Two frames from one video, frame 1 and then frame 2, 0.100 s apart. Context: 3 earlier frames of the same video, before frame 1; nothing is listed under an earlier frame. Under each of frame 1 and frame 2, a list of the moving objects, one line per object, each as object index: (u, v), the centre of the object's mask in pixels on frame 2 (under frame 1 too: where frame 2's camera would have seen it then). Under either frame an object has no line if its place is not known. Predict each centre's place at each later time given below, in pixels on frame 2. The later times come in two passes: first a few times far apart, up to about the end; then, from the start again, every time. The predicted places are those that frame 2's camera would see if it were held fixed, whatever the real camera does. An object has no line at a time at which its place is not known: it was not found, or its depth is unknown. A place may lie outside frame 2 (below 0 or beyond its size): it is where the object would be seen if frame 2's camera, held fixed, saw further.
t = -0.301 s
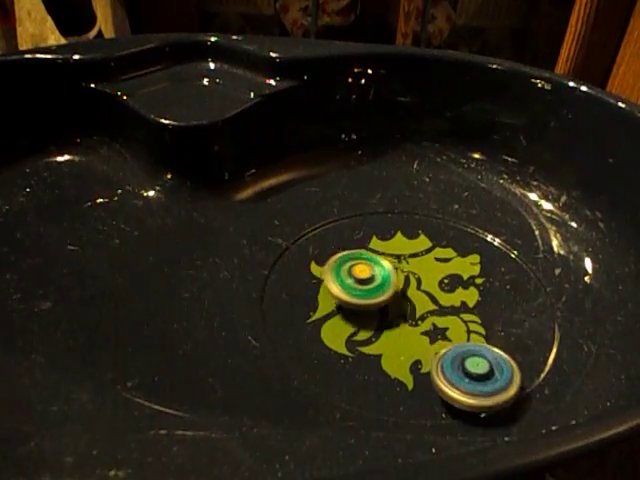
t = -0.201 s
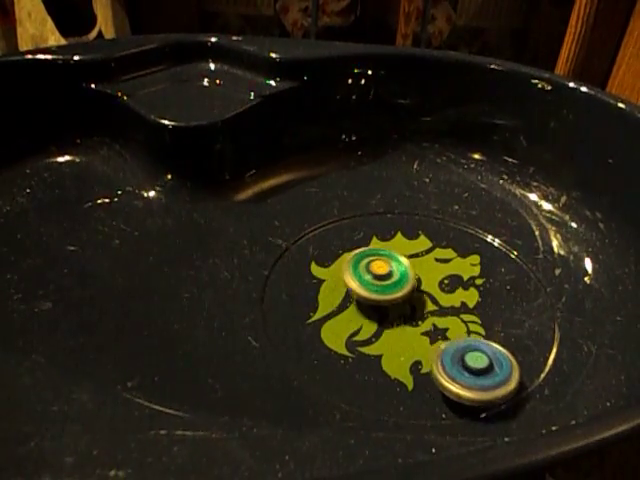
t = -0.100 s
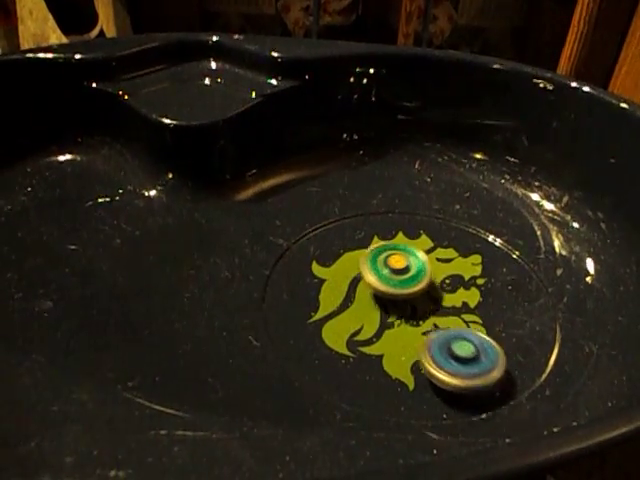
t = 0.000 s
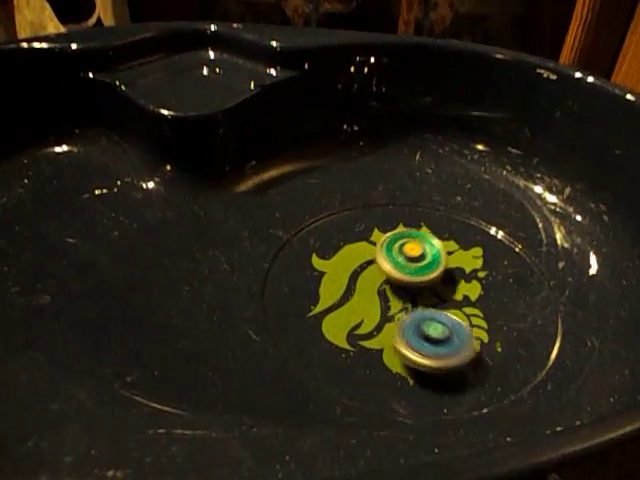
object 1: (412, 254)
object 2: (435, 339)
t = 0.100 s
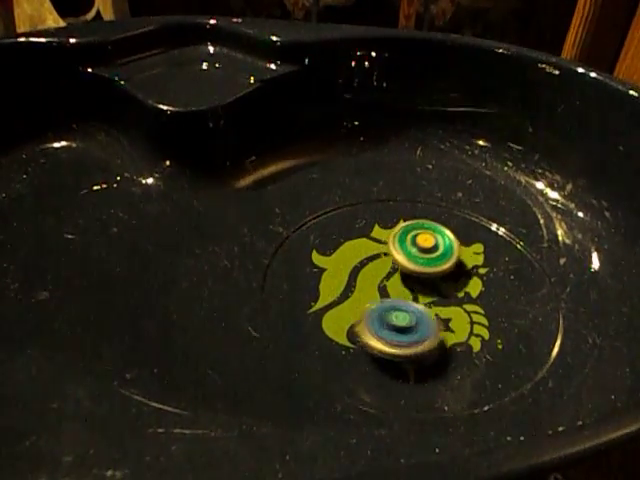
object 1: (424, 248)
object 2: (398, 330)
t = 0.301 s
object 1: (436, 238)
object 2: (329, 331)
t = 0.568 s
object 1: (439, 234)
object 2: (310, 343)
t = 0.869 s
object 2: (308, 298)
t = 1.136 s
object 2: (279, 266)
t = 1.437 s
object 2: (281, 253)
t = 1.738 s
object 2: (328, 237)
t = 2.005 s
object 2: (340, 213)
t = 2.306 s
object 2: (364, 230)
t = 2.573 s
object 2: (426, 236)
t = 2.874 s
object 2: (437, 226)
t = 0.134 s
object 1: (426, 246)
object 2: (387, 328)
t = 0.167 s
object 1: (429, 244)
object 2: (374, 327)
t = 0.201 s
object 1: (431, 243)
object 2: (361, 327)
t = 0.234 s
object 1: (433, 241)
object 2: (350, 328)
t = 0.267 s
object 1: (434, 240)
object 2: (339, 329)
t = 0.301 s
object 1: (436, 238)
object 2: (329, 331)
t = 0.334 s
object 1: (437, 237)
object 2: (321, 333)
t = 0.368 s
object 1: (437, 236)
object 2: (314, 336)
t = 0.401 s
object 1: (438, 235)
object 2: (309, 338)
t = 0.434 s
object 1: (438, 235)
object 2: (305, 340)
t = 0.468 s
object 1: (438, 234)
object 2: (302, 343)
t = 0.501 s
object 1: (439, 234)
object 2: (302, 344)
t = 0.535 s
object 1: (439, 234)
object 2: (307, 344)
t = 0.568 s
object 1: (439, 234)
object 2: (310, 343)
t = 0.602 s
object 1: (439, 235)
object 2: (312, 340)
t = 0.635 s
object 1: (438, 235)
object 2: (314, 337)
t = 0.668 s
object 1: (439, 236)
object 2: (315, 333)
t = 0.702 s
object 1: (438, 236)
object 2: (316, 328)
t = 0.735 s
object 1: (437, 238)
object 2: (316, 323)
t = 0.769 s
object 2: (315, 316)
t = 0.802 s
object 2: (314, 311)
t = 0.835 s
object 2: (311, 304)
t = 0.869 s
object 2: (308, 298)
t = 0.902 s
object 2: (305, 292)
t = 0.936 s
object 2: (301, 288)
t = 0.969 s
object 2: (297, 283)
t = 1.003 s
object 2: (293, 279)
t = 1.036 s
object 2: (288, 275)
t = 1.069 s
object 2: (285, 272)
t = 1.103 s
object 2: (282, 269)
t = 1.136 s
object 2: (279, 266)
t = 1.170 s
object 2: (276, 264)
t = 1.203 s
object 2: (274, 263)
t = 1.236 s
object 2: (272, 261)
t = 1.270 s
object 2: (272, 259)
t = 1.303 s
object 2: (272, 258)
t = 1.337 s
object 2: (273, 257)
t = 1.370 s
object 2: (276, 256)
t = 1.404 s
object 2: (278, 255)
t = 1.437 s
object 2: (281, 253)
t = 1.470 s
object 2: (285, 253)
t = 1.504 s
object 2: (289, 253)
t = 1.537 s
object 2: (294, 252)
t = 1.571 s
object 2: (300, 250)
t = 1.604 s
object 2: (306, 249)
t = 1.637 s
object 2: (312, 247)
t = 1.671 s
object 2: (318, 244)
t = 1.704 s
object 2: (323, 241)
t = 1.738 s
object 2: (328, 237)
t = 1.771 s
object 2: (331, 233)
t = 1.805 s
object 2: (335, 230)
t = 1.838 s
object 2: (338, 226)
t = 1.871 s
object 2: (339, 223)
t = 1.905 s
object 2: (340, 220)
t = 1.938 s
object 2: (341, 217)
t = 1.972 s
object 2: (341, 215)
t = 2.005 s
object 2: (340, 213)
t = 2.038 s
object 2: (340, 212)
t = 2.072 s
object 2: (340, 212)
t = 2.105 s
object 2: (340, 213)
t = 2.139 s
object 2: (341, 215)
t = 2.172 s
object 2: (343, 218)
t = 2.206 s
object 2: (346, 220)
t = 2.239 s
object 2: (351, 224)
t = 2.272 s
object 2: (357, 228)
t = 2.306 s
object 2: (364, 230)
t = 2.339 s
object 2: (372, 233)
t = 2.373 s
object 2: (380, 236)
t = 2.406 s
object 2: (389, 237)
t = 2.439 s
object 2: (397, 238)
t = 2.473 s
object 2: (405, 238)
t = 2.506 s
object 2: (413, 238)
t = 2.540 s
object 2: (420, 237)
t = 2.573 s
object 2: (426, 236)
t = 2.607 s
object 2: (432, 234)
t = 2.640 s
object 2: (436, 232)
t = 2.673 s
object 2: (439, 231)
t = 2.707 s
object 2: (441, 229)
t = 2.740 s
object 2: (441, 227)
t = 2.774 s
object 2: (441, 226)
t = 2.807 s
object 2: (440, 226)
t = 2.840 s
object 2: (439, 226)
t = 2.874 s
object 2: (437, 226)
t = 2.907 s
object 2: (436, 228)
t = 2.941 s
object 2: (433, 229)
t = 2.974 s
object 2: (431, 232)
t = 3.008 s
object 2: (428, 235)
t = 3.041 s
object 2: (426, 240)
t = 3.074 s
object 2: (425, 245)
